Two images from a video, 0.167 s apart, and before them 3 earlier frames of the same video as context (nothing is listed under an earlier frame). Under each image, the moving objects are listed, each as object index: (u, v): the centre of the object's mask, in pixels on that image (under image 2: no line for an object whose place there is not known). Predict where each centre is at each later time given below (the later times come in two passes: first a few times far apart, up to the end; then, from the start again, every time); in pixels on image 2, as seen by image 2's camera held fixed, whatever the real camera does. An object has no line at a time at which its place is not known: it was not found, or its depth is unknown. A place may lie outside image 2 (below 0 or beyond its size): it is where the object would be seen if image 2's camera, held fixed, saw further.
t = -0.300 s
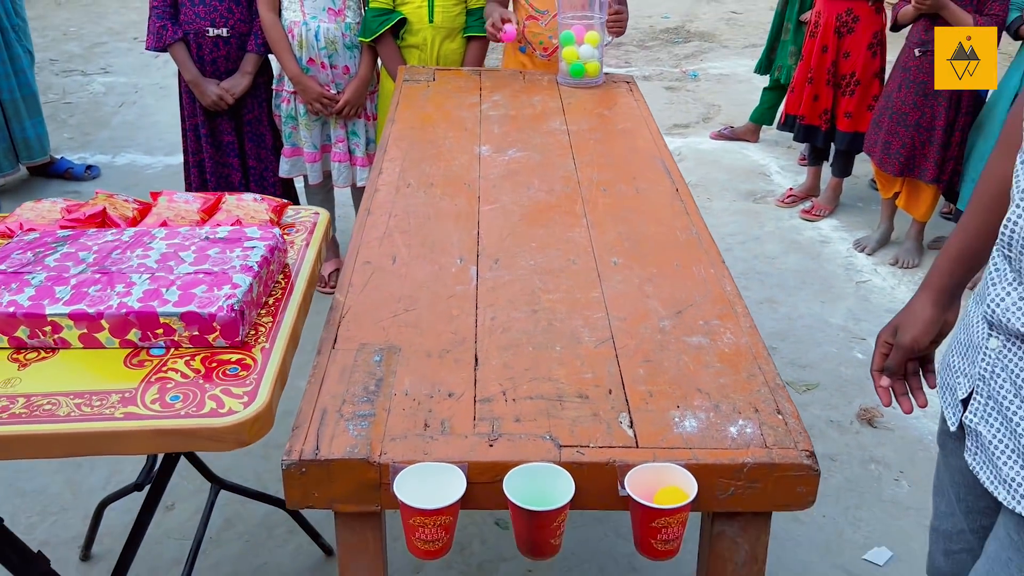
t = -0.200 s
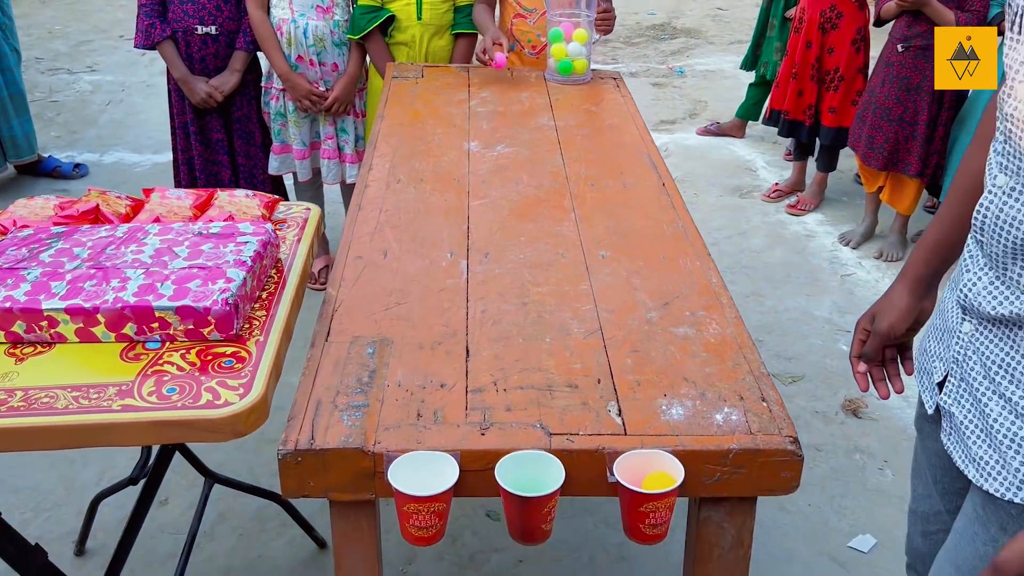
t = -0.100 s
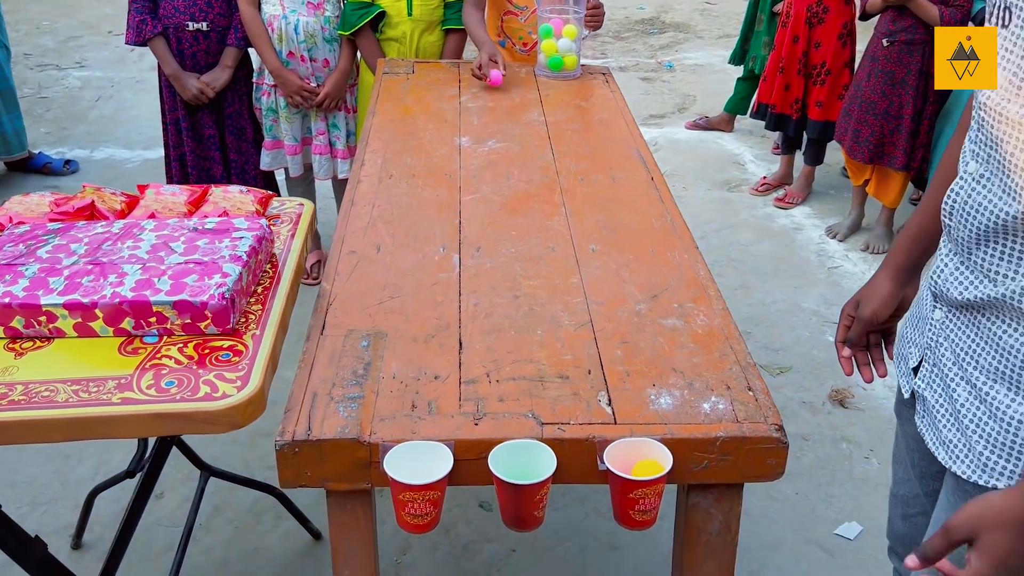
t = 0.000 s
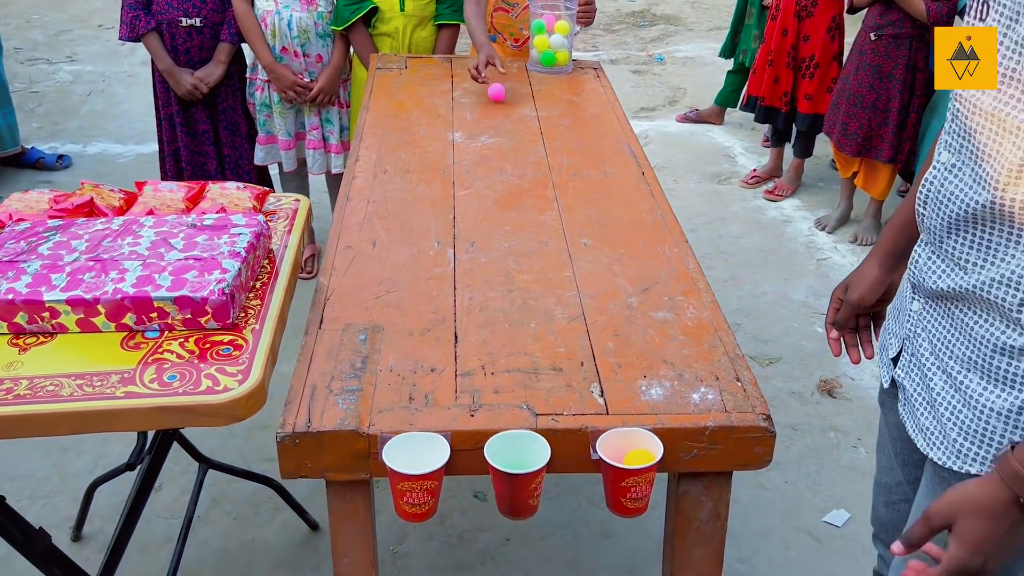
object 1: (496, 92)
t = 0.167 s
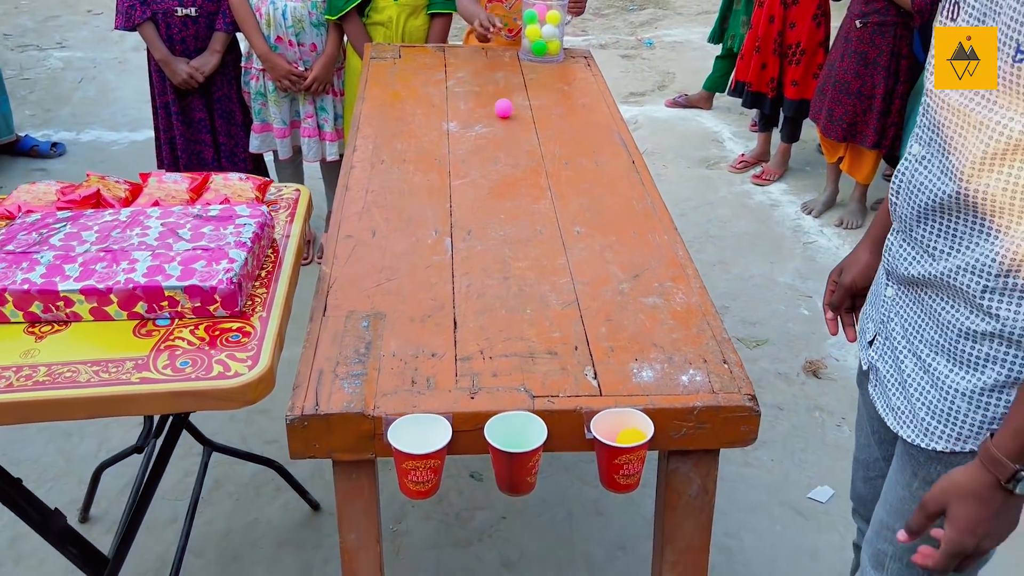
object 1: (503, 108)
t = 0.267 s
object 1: (511, 124)
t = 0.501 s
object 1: (532, 165)
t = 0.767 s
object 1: (562, 219)
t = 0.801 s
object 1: (568, 227)
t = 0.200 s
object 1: (506, 113)
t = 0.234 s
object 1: (509, 119)
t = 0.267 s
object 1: (511, 124)
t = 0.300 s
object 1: (514, 129)
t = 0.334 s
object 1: (517, 135)
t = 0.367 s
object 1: (520, 141)
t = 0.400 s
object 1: (523, 146)
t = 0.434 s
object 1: (526, 152)
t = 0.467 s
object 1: (529, 158)
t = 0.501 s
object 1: (532, 165)
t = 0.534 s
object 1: (535, 171)
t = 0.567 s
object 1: (539, 177)
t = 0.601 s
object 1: (542, 184)
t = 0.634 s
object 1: (546, 190)
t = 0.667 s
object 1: (549, 197)
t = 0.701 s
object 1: (554, 204)
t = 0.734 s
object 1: (558, 211)
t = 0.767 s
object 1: (562, 219)
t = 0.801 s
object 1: (568, 227)
